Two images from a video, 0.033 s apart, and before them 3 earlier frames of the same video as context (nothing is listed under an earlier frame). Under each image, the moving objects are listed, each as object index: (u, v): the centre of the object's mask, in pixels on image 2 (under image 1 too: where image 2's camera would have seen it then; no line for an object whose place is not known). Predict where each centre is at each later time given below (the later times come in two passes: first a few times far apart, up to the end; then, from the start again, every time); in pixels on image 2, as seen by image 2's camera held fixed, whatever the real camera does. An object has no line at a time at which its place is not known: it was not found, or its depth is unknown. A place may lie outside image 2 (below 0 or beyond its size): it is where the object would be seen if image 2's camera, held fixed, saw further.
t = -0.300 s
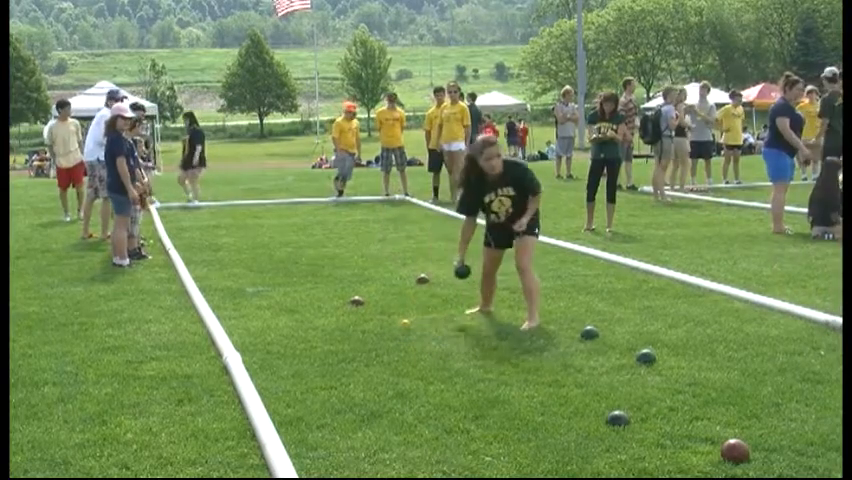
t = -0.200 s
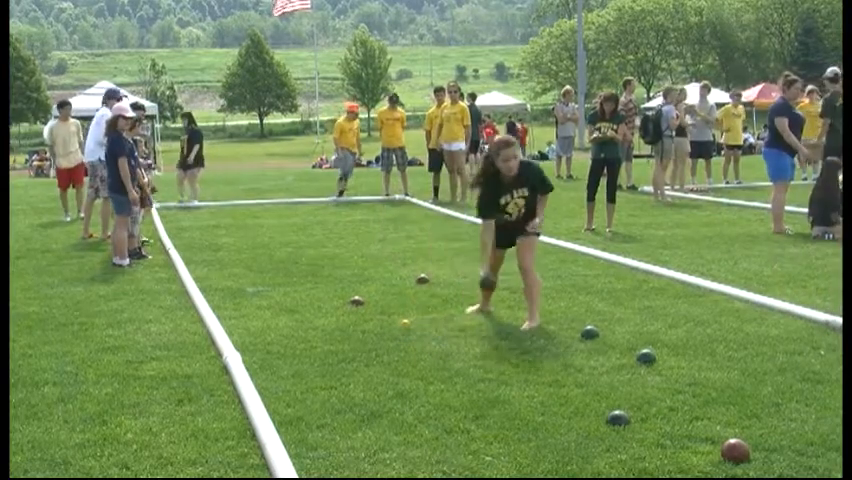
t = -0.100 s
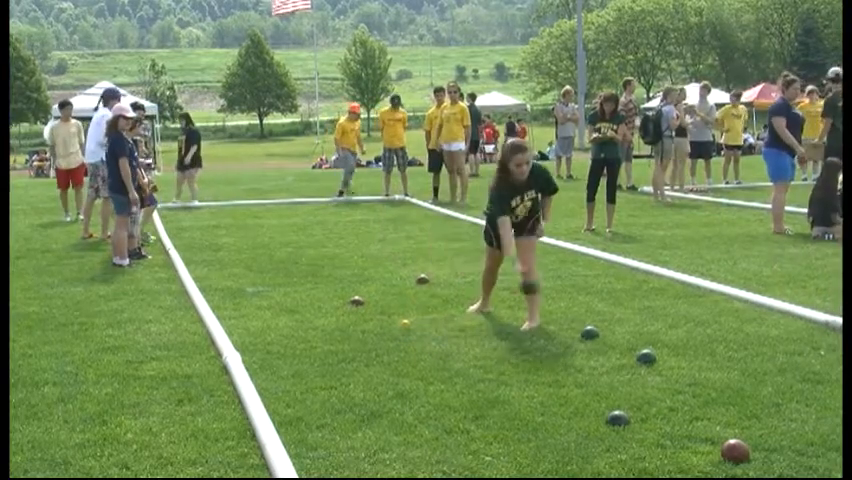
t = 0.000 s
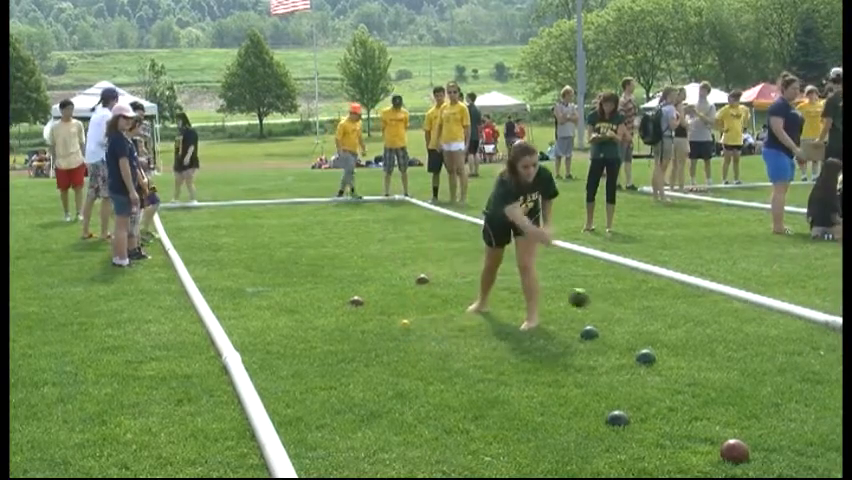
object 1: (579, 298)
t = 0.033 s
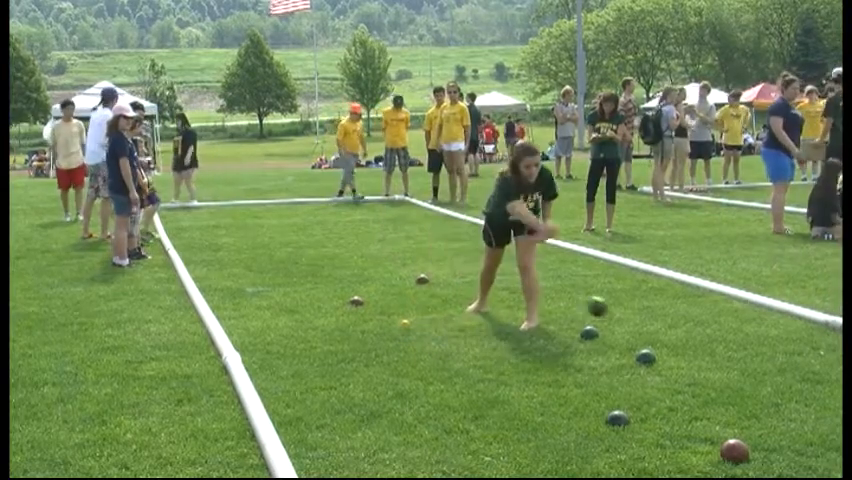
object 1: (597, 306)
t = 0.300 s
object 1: (753, 385)
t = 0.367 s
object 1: (789, 391)
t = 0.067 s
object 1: (616, 317)
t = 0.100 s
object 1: (637, 331)
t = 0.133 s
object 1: (659, 347)
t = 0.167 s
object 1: (679, 366)
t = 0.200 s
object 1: (702, 385)
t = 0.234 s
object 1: (722, 388)
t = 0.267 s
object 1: (738, 386)
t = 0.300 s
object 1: (753, 385)
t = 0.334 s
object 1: (771, 386)
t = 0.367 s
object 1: (789, 391)
